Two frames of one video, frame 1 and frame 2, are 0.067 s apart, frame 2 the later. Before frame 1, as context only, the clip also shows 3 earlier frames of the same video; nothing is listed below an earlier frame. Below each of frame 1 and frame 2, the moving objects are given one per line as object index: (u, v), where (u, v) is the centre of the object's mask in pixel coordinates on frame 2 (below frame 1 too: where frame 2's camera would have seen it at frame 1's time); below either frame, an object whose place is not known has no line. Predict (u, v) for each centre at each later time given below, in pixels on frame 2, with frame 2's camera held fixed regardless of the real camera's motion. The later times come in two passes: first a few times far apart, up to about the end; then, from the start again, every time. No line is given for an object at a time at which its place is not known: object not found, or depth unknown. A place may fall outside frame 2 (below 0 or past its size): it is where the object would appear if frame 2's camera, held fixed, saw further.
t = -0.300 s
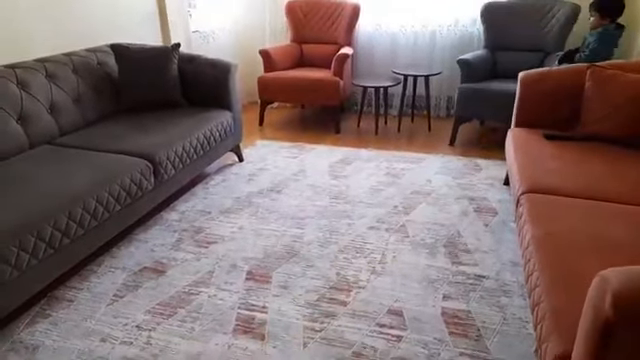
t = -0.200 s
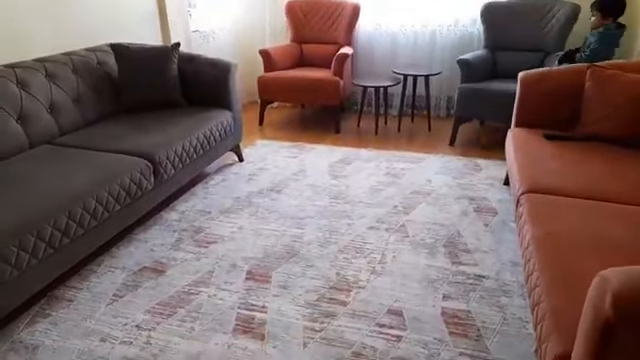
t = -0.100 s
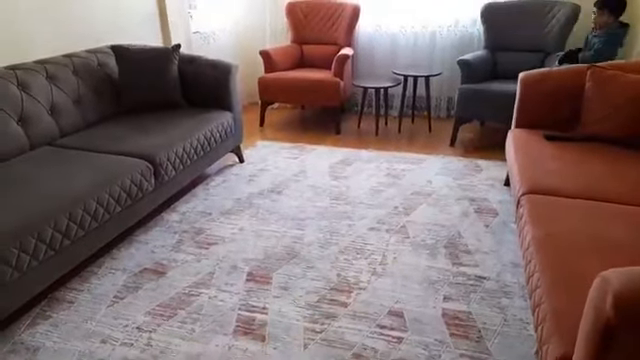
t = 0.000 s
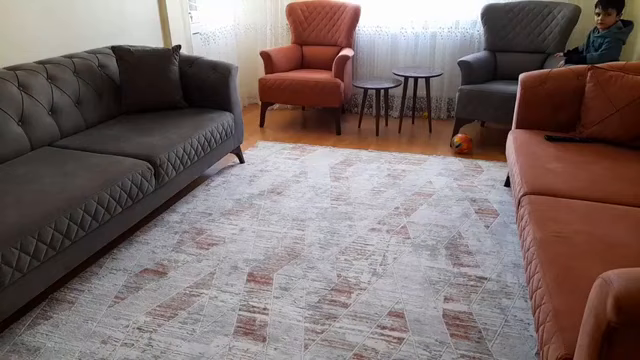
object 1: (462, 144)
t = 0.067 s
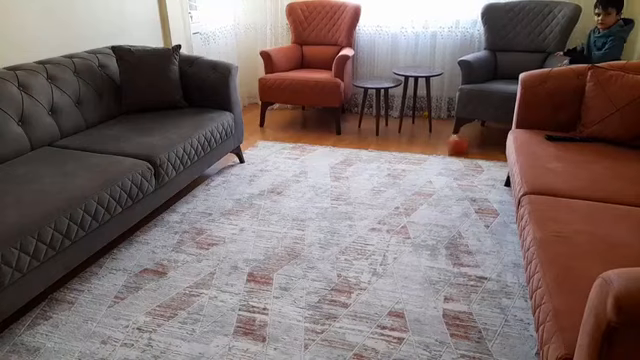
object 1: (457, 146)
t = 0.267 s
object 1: (439, 148)
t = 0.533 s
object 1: (416, 150)
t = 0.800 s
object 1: (398, 152)
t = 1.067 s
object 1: (382, 154)
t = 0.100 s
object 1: (456, 146)
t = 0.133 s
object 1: (452, 147)
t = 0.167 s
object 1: (446, 147)
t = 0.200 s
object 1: (443, 147)
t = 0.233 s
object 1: (440, 147)
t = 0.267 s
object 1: (439, 148)
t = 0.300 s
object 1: (437, 147)
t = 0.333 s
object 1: (431, 148)
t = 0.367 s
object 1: (429, 148)
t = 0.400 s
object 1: (426, 148)
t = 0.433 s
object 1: (425, 149)
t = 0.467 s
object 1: (422, 149)
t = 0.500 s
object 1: (418, 149)
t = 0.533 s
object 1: (416, 150)
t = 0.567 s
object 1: (414, 150)
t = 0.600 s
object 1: (412, 150)
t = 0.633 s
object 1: (410, 151)
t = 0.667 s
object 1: (406, 151)
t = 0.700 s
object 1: (404, 151)
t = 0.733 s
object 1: (402, 152)
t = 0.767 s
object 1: (400, 152)
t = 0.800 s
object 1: (398, 152)
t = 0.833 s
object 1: (395, 152)
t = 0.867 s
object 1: (393, 152)
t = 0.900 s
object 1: (391, 153)
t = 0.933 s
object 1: (390, 153)
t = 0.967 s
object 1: (388, 153)
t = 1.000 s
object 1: (385, 154)
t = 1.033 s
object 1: (383, 154)
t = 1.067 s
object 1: (382, 154)
